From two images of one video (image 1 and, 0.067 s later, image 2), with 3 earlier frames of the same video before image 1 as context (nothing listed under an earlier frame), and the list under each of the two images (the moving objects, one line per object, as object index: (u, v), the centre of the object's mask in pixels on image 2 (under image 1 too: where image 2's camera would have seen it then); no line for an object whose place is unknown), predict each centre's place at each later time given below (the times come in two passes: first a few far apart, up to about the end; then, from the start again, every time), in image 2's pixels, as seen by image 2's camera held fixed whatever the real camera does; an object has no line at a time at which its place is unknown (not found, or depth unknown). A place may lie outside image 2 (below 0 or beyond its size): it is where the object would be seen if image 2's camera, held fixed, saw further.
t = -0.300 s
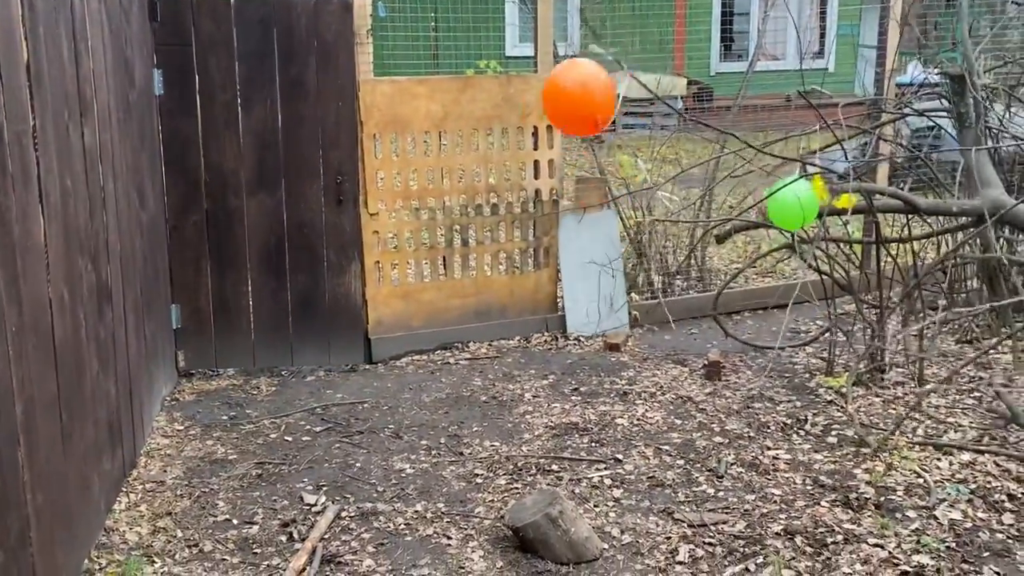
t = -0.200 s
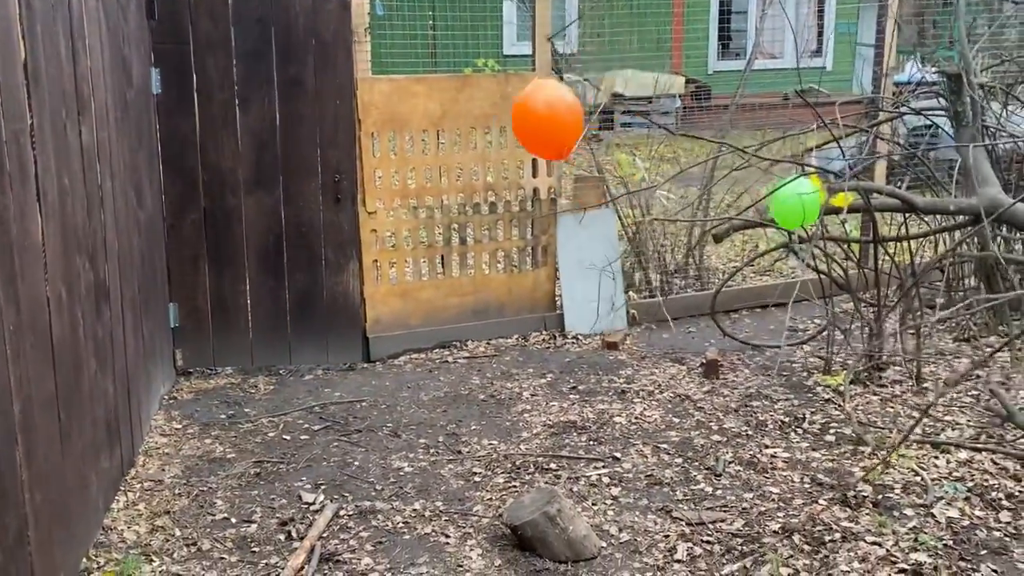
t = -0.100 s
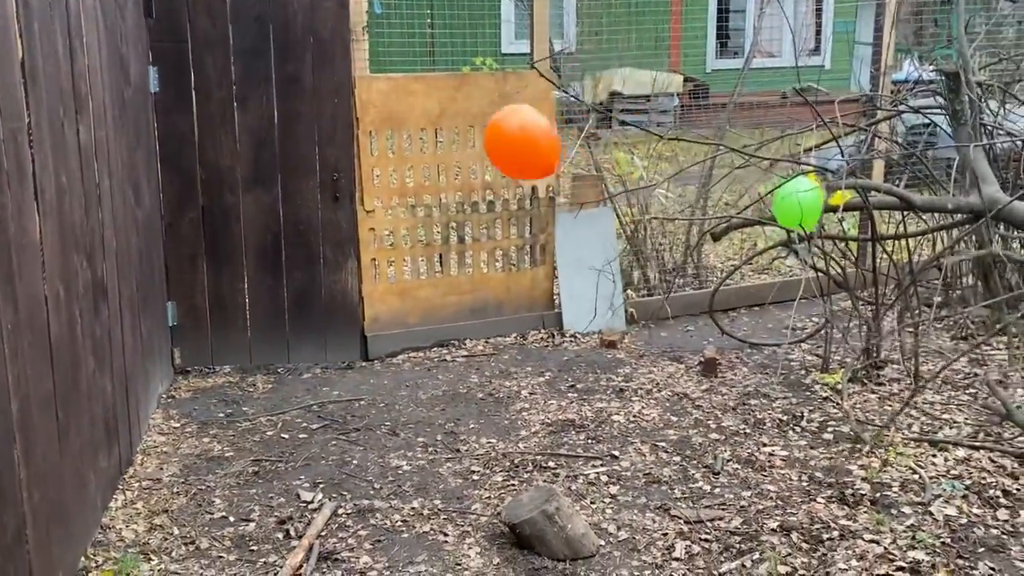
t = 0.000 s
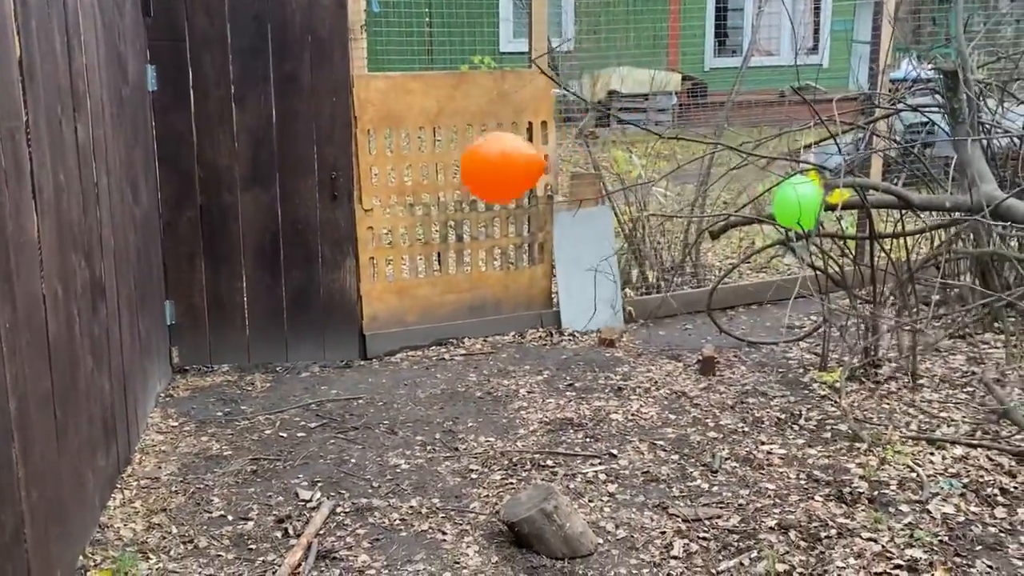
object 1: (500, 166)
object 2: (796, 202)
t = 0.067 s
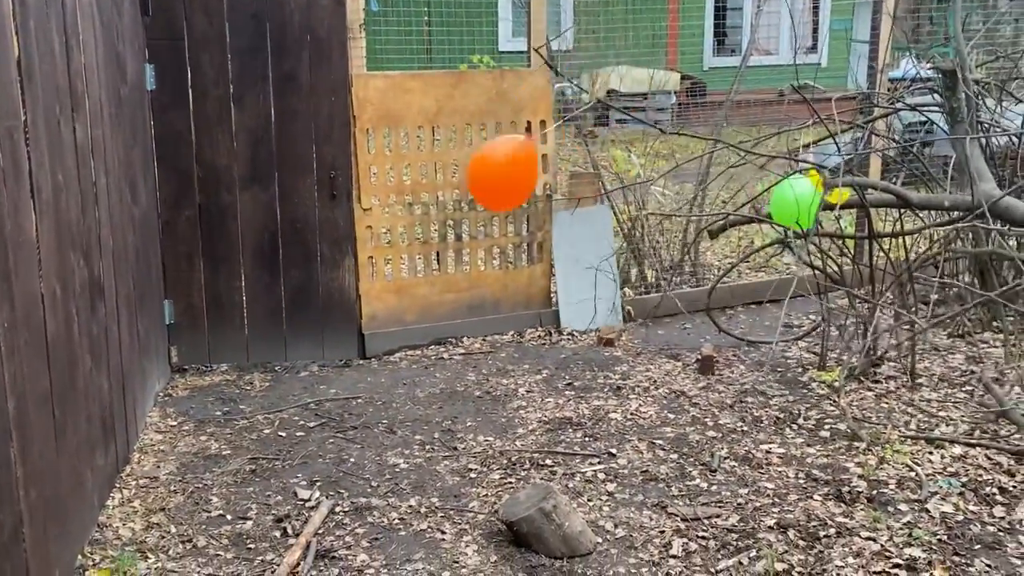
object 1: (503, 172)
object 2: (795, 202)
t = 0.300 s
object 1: (589, 148)
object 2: (789, 202)
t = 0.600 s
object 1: (683, 150)
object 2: (783, 202)
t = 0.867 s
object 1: (698, 161)
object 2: (784, 203)
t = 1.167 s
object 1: (659, 176)
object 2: (790, 202)
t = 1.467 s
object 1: (620, 210)
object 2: (793, 202)
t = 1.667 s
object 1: (589, 220)
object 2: (793, 202)
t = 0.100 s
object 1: (515, 169)
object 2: (794, 202)
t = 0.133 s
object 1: (528, 165)
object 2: (793, 202)
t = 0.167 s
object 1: (540, 161)
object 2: (792, 202)
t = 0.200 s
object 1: (553, 157)
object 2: (791, 202)
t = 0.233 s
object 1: (565, 154)
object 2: (791, 202)
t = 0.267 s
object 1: (577, 151)
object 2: (790, 202)
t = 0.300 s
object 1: (589, 148)
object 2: (789, 202)
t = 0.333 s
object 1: (600, 146)
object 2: (788, 203)
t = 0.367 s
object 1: (612, 145)
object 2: (788, 203)
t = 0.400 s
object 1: (623, 144)
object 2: (787, 203)
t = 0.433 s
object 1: (634, 144)
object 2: (786, 203)
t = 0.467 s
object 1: (644, 144)
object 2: (785, 202)
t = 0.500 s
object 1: (655, 145)
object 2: (785, 202)
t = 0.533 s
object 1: (664, 146)
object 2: (784, 202)
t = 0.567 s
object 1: (674, 148)
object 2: (784, 202)
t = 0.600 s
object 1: (683, 150)
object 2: (783, 202)
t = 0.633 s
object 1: (690, 153)
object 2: (782, 203)
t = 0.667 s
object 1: (698, 156)
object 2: (782, 203)
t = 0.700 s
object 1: (704, 160)
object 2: (782, 203)
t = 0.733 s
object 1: (709, 162)
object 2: (782, 203)
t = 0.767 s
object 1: (709, 163)
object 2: (782, 204)
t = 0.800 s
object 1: (706, 162)
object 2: (783, 203)
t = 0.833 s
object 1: (702, 161)
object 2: (783, 203)
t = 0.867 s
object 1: (698, 161)
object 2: (784, 203)
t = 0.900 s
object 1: (694, 161)
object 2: (784, 203)
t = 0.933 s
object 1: (689, 161)
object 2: (785, 203)
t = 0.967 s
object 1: (685, 162)
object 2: (786, 203)
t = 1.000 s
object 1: (680, 163)
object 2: (786, 203)
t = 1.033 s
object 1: (676, 165)
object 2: (787, 204)
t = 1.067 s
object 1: (671, 167)
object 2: (788, 203)
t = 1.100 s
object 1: (667, 170)
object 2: (789, 203)
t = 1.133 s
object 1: (662, 173)
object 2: (789, 202)
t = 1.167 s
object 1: (659, 176)
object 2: (790, 202)
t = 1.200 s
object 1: (655, 180)
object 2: (790, 202)
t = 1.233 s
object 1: (651, 185)
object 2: (791, 202)
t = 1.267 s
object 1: (647, 189)
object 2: (791, 202)
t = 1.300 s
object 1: (642, 194)
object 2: (792, 202)
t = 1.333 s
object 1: (638, 197)
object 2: (792, 202)
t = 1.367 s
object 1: (633, 200)
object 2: (793, 202)
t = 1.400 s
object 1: (631, 201)
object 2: (793, 202)
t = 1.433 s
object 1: (625, 205)
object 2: (793, 202)
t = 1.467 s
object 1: (620, 210)
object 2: (793, 202)
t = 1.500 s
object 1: (616, 214)
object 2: (793, 202)
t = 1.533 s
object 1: (610, 219)
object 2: (793, 202)
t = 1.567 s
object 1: (604, 222)
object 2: (793, 202)
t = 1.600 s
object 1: (599, 223)
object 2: (793, 202)
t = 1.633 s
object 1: (593, 221)
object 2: (793, 202)
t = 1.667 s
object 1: (589, 220)
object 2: (793, 202)
